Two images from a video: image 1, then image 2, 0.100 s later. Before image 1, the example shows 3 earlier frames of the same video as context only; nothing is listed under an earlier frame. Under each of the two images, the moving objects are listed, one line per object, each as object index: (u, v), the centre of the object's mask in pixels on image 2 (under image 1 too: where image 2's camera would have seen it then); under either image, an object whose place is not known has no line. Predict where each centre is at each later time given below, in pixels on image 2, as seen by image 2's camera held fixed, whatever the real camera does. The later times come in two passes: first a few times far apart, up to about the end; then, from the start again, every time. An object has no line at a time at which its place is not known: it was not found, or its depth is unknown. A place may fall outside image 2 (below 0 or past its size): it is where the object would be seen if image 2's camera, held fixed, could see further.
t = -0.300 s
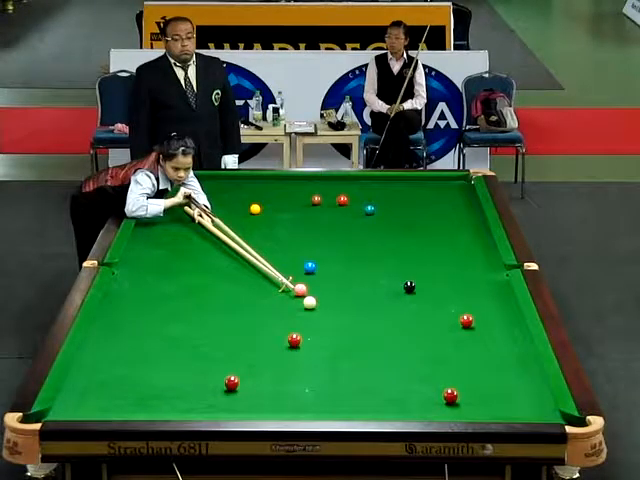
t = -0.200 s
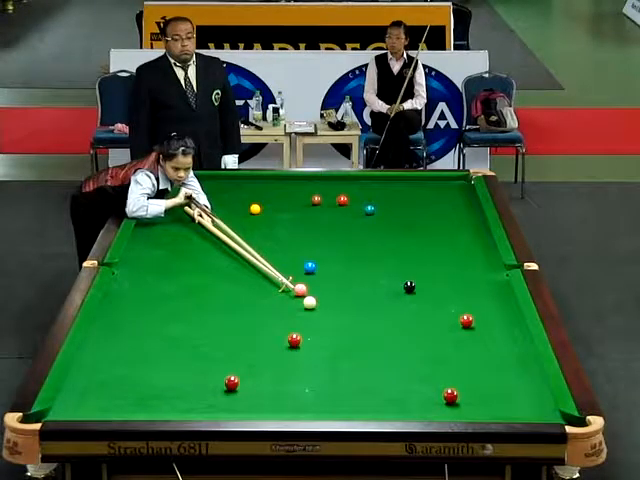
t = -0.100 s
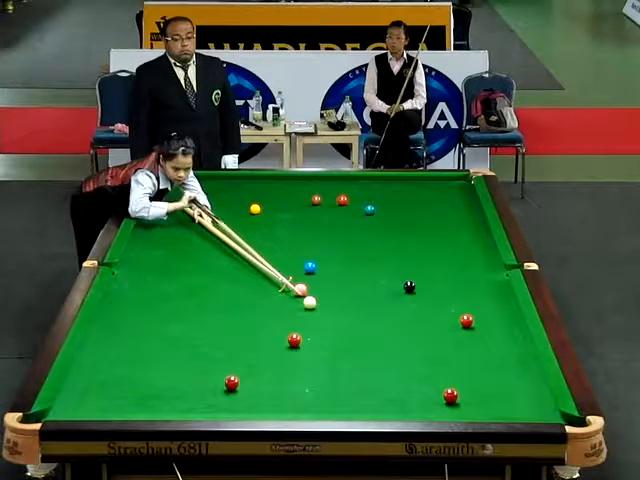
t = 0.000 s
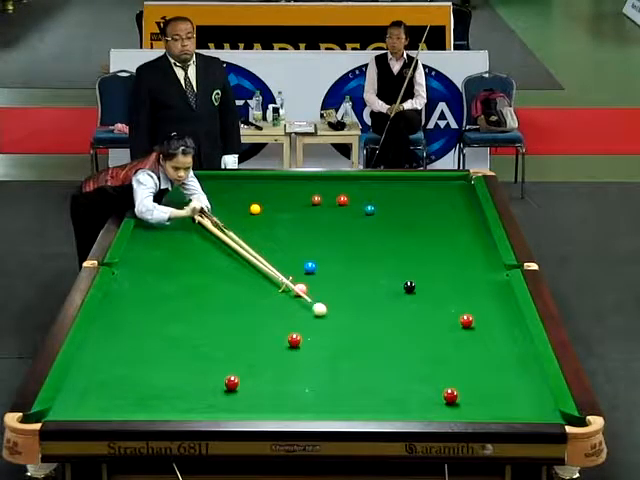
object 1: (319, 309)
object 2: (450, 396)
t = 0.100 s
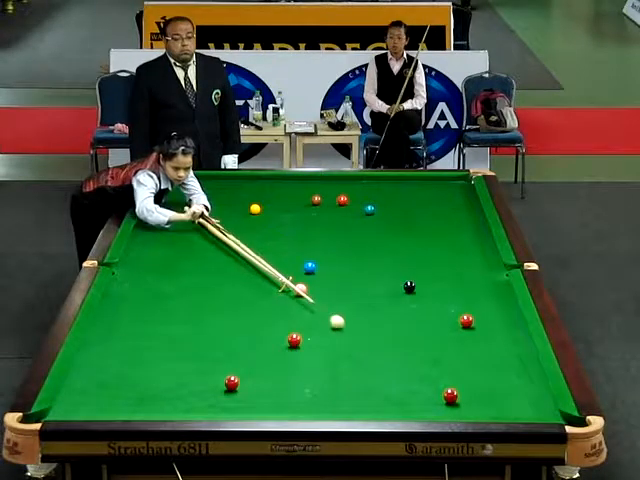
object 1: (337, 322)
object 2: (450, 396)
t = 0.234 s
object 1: (360, 338)
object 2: (450, 396)
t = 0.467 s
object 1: (403, 369)
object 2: (450, 396)
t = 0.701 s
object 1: (432, 400)
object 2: (470, 400)
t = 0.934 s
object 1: (421, 406)
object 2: (519, 409)
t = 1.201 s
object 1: (405, 389)
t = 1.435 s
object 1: (392, 375)
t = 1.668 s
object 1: (380, 361)
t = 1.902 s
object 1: (369, 348)
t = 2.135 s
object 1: (359, 336)
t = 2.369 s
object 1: (349, 326)
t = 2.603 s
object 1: (340, 316)
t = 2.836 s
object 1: (331, 307)
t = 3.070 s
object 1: (324, 298)
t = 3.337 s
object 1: (316, 290)
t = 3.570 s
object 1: (309, 282)
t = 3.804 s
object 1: (303, 276)
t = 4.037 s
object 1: (297, 270)
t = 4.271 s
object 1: (291, 264)
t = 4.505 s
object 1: (286, 259)
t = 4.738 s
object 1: (282, 255)
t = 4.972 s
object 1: (277, 250)
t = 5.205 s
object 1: (273, 246)
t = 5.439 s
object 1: (270, 242)
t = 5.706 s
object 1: (265, 238)
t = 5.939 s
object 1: (263, 235)
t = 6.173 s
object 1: (259, 232)
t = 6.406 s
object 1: (257, 230)
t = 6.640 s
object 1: (255, 228)
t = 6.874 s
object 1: (252, 226)
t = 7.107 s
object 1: (250, 225)
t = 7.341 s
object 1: (248, 223)
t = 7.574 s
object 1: (247, 222)
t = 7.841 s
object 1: (246, 221)
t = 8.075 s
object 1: (245, 221)
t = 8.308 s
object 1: (245, 221)
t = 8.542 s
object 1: (245, 221)
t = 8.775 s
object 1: (245, 220)
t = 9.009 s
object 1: (244, 220)
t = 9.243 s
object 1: (245, 220)
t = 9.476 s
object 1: (245, 220)
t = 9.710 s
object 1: (245, 221)
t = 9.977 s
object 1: (245, 221)
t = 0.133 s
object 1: (343, 326)
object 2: (450, 396)
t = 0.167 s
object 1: (348, 330)
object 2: (450, 396)
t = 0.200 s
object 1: (354, 334)
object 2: (450, 396)
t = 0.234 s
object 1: (360, 338)
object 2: (450, 396)
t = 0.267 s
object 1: (366, 343)
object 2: (450, 396)
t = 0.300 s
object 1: (372, 347)
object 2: (450, 396)
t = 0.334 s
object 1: (378, 351)
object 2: (450, 396)
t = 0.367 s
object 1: (384, 355)
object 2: (450, 396)
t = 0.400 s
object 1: (391, 360)
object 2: (450, 396)
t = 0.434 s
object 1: (397, 365)
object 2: (450, 396)
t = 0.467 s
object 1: (403, 369)
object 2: (450, 396)
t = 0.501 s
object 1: (410, 374)
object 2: (450, 396)
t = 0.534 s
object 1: (417, 378)
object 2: (450, 396)
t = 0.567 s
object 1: (424, 384)
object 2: (450, 396)
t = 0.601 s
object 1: (430, 389)
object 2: (450, 396)
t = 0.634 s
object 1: (436, 394)
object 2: (451, 396)
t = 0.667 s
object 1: (434, 397)
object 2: (461, 398)
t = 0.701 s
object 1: (432, 400)
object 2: (470, 400)
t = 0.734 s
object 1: (430, 403)
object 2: (478, 401)
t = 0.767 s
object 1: (429, 407)
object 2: (486, 403)
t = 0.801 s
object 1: (428, 409)
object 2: (493, 404)
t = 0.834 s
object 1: (427, 411)
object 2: (500, 406)
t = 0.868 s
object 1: (425, 411)
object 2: (506, 406)
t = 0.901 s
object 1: (423, 409)
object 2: (513, 408)
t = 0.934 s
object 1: (421, 406)
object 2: (519, 409)
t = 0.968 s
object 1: (419, 406)
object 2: (527, 410)
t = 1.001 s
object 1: (417, 403)
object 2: (533, 410)
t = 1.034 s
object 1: (415, 401)
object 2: (540, 411)
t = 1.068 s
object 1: (413, 399)
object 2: (547, 412)
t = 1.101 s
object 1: (411, 396)
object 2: (553, 414)
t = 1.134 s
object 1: (409, 394)
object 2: (561, 416)
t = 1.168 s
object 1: (407, 392)
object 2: (566, 420)
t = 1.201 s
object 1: (405, 389)
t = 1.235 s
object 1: (403, 387)
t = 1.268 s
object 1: (401, 385)
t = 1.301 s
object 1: (399, 383)
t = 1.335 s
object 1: (398, 381)
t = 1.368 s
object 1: (396, 379)
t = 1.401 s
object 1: (394, 377)
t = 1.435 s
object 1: (392, 375)
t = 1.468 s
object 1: (391, 372)
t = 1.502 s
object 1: (389, 370)
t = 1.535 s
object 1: (387, 368)
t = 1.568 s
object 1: (385, 366)
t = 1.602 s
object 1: (383, 365)
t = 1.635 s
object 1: (382, 362)
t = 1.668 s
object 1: (380, 361)
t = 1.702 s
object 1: (378, 359)
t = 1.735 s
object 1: (377, 357)
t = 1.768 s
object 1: (375, 355)
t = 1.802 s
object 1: (374, 353)
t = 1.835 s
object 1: (372, 351)
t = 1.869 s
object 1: (371, 349)
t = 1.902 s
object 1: (369, 348)
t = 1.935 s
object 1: (367, 346)
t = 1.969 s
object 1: (366, 344)
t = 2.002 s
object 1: (364, 343)
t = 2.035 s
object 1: (363, 341)
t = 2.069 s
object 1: (362, 340)
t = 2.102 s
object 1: (360, 338)
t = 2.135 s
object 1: (359, 336)
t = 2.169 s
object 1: (357, 335)
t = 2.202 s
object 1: (355, 333)
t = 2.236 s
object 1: (354, 331)
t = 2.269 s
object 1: (353, 330)
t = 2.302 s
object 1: (351, 329)
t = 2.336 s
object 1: (350, 327)
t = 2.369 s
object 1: (349, 326)
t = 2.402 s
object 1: (347, 324)
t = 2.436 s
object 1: (346, 323)
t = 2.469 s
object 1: (345, 321)
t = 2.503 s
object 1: (343, 320)
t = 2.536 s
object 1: (342, 318)
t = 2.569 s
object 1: (341, 317)
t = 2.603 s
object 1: (340, 316)
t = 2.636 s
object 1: (338, 314)
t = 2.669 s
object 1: (337, 313)
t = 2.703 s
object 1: (336, 312)
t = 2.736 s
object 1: (335, 311)
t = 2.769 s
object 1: (334, 309)
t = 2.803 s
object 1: (332, 308)
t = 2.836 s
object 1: (331, 307)
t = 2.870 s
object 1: (330, 306)
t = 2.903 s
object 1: (329, 304)
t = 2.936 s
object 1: (328, 303)
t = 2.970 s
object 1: (327, 302)
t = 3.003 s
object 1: (326, 301)
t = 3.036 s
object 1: (325, 300)
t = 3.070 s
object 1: (324, 298)
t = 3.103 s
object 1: (323, 297)
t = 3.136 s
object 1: (322, 296)
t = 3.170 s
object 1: (321, 295)
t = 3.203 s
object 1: (320, 294)
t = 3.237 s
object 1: (319, 293)
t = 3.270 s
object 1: (318, 292)
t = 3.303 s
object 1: (317, 291)
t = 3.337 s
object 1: (316, 290)
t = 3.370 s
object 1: (315, 288)
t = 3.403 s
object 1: (314, 288)
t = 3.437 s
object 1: (313, 286)
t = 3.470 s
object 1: (312, 286)
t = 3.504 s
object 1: (311, 285)
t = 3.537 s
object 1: (310, 284)
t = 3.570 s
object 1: (309, 282)
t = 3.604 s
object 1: (308, 281)
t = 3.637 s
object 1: (307, 280)
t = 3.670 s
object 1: (307, 279)
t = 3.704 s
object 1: (306, 278)
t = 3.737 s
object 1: (305, 278)
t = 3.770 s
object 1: (303, 277)
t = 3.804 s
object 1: (303, 276)
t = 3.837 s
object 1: (302, 275)
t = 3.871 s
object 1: (301, 274)
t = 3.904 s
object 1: (300, 273)
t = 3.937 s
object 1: (299, 272)
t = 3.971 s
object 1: (298, 271)
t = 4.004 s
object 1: (298, 271)
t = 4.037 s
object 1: (297, 270)
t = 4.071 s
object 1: (296, 269)
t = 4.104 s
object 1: (295, 268)
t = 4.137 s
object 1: (294, 267)
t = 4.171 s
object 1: (294, 267)
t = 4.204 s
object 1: (293, 266)
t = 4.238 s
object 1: (292, 265)
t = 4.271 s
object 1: (291, 264)
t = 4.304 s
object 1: (290, 263)
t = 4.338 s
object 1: (290, 263)
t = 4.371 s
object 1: (289, 262)
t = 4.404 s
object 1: (288, 262)
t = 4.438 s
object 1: (288, 260)
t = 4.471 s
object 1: (287, 260)
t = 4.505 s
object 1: (286, 259)
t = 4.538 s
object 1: (286, 258)
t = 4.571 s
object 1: (285, 258)
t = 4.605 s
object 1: (284, 257)
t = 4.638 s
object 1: (283, 256)
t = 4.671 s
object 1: (283, 256)
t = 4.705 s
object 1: (282, 255)
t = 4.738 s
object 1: (282, 255)
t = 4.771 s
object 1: (281, 253)
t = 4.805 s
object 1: (280, 253)
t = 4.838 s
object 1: (280, 252)
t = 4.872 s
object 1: (279, 252)
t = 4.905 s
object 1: (278, 251)
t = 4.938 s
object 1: (278, 250)
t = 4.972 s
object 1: (277, 250)
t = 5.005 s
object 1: (277, 249)
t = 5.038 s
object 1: (276, 249)
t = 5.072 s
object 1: (276, 248)
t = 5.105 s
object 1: (275, 248)
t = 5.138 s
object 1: (274, 247)
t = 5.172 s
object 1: (274, 246)
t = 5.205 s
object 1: (273, 246)
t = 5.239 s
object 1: (273, 245)
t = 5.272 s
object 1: (272, 245)
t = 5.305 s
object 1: (272, 244)
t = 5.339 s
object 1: (271, 244)
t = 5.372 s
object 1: (270, 243)
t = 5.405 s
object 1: (270, 243)
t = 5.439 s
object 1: (270, 242)
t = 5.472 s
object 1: (269, 242)
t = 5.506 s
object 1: (269, 241)
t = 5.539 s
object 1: (268, 241)
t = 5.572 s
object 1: (268, 240)
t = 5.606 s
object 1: (267, 239)
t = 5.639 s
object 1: (267, 239)
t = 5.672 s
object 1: (266, 239)
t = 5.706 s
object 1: (265, 238)
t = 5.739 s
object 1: (265, 238)
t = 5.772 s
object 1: (265, 237)
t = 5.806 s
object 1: (264, 237)
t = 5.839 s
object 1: (264, 236)
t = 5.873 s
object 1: (263, 236)
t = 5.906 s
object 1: (263, 236)
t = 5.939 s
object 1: (263, 235)
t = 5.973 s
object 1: (262, 235)
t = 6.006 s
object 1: (262, 234)
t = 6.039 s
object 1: (261, 234)
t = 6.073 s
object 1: (261, 234)
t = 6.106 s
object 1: (261, 233)
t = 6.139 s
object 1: (260, 233)
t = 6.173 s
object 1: (259, 232)
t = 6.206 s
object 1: (259, 232)
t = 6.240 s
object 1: (259, 231)
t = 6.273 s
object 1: (259, 231)
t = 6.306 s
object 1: (258, 231)
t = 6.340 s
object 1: (258, 231)
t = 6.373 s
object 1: (258, 230)
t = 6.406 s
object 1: (257, 230)
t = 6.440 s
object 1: (257, 230)
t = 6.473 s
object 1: (256, 229)
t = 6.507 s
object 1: (256, 229)
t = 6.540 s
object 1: (256, 229)
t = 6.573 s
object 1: (256, 229)
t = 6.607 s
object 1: (255, 228)
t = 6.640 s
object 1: (255, 228)
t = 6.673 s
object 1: (254, 228)
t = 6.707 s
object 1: (254, 228)
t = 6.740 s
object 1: (254, 227)
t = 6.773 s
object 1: (253, 227)
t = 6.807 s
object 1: (253, 227)
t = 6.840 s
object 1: (253, 227)
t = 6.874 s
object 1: (252, 226)
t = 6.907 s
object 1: (252, 226)
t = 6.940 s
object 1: (252, 226)
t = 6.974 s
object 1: (252, 225)
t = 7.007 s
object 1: (251, 225)
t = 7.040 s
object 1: (251, 225)
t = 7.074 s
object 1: (251, 225)
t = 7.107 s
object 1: (250, 225)
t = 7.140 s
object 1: (250, 224)
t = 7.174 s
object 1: (250, 224)
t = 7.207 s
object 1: (250, 224)
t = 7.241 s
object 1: (249, 224)
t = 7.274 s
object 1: (249, 223)
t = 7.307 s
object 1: (249, 223)
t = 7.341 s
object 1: (248, 223)
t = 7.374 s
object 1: (248, 223)
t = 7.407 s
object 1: (248, 223)
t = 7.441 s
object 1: (248, 223)
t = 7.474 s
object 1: (248, 223)
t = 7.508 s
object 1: (248, 222)
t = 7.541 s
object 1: (248, 222)
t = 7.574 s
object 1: (247, 222)
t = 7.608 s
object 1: (247, 222)
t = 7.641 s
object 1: (247, 222)
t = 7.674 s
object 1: (247, 222)
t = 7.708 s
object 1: (247, 222)
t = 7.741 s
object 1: (246, 221)
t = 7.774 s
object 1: (247, 221)
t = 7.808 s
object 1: (246, 221)
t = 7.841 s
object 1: (246, 221)
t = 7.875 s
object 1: (246, 221)
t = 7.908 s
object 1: (246, 221)
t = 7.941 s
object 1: (245, 221)
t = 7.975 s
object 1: (245, 221)
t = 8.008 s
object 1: (245, 221)
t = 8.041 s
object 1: (245, 221)
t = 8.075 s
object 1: (245, 221)
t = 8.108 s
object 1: (245, 221)
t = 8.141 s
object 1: (245, 221)
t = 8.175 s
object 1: (245, 221)
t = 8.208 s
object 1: (245, 221)
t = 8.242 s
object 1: (245, 221)
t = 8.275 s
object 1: (245, 221)
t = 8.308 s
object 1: (245, 221)
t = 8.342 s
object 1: (245, 221)
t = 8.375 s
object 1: (245, 221)
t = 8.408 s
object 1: (245, 221)
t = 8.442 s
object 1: (245, 221)
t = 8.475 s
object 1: (245, 221)
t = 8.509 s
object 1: (245, 221)
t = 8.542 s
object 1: (245, 221)
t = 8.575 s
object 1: (245, 221)
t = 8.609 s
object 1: (245, 221)
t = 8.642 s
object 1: (245, 221)
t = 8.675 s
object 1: (245, 221)
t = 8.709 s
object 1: (245, 221)
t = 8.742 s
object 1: (245, 220)
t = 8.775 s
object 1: (245, 220)
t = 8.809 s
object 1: (244, 220)
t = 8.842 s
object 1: (244, 220)
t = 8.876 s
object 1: (244, 220)
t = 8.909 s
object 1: (244, 220)
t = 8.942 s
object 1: (244, 220)
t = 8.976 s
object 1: (244, 220)
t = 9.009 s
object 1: (244, 220)
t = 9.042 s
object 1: (244, 220)
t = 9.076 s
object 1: (244, 220)
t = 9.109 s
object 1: (245, 220)
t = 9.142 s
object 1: (245, 221)
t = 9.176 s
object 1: (245, 220)
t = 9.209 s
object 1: (245, 220)
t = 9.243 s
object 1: (245, 220)
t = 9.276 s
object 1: (245, 220)
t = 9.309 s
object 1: (245, 220)
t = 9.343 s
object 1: (245, 220)
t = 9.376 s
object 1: (245, 220)
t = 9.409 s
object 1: (245, 220)
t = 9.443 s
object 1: (245, 220)
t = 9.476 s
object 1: (245, 220)
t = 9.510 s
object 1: (245, 220)
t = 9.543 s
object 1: (245, 220)
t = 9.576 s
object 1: (245, 220)
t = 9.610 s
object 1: (245, 220)
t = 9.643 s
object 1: (245, 220)
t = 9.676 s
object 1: (245, 220)
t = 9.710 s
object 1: (245, 221)
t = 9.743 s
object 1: (245, 221)
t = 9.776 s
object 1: (245, 221)
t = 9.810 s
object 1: (245, 221)
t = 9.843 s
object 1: (245, 221)
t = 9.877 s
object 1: (245, 221)
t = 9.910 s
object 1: (245, 221)
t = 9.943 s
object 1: (245, 221)
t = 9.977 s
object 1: (245, 221)
